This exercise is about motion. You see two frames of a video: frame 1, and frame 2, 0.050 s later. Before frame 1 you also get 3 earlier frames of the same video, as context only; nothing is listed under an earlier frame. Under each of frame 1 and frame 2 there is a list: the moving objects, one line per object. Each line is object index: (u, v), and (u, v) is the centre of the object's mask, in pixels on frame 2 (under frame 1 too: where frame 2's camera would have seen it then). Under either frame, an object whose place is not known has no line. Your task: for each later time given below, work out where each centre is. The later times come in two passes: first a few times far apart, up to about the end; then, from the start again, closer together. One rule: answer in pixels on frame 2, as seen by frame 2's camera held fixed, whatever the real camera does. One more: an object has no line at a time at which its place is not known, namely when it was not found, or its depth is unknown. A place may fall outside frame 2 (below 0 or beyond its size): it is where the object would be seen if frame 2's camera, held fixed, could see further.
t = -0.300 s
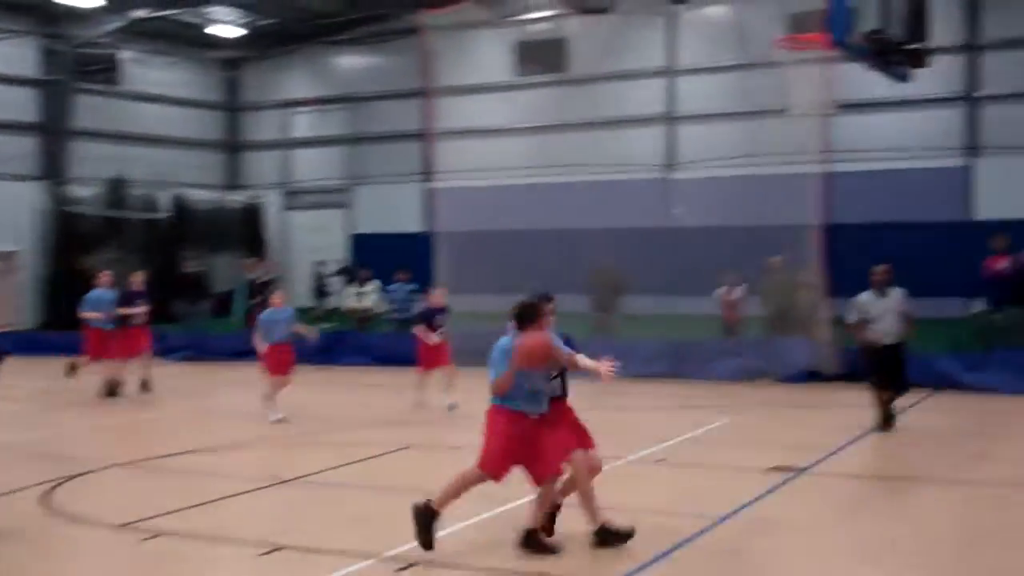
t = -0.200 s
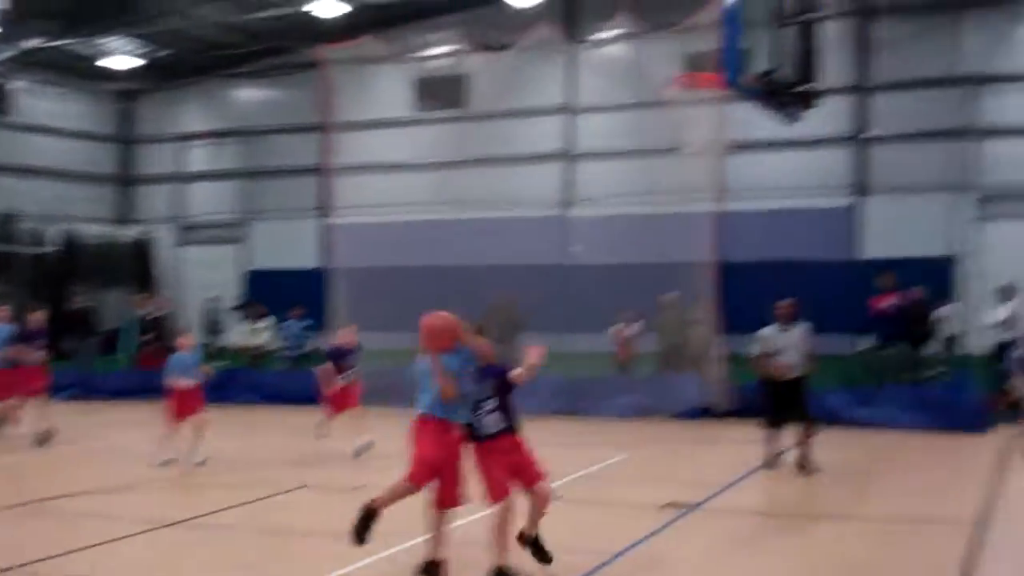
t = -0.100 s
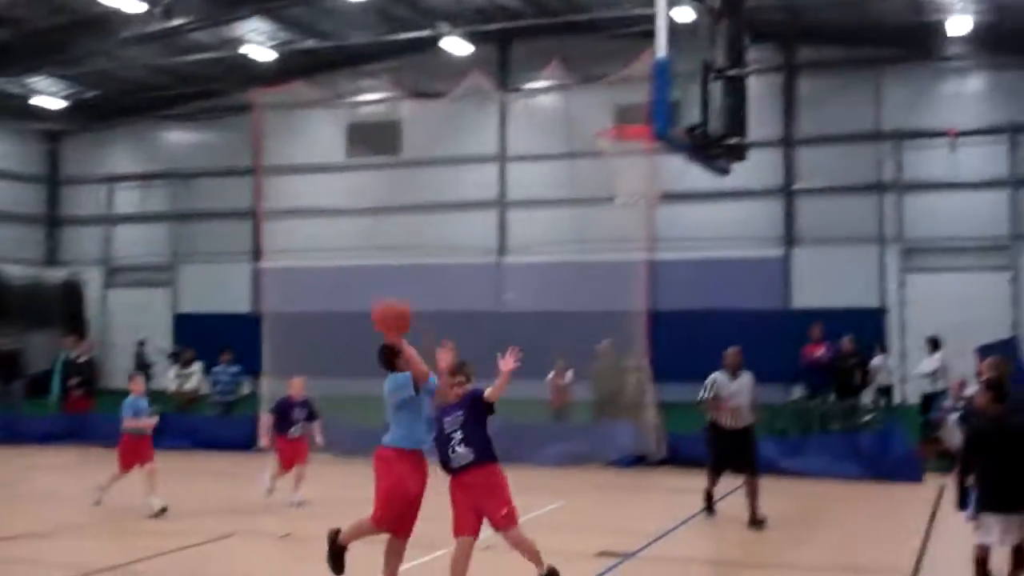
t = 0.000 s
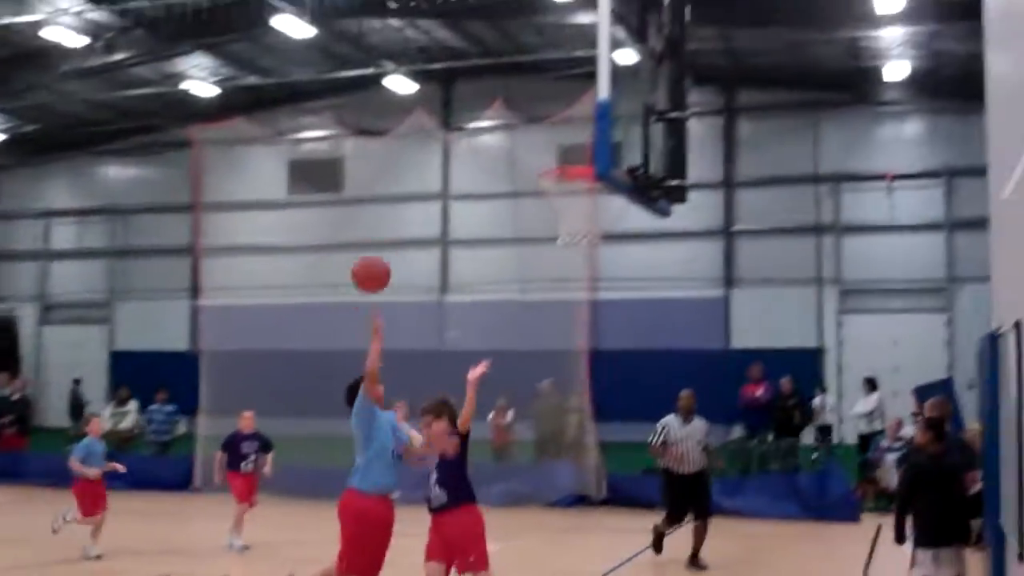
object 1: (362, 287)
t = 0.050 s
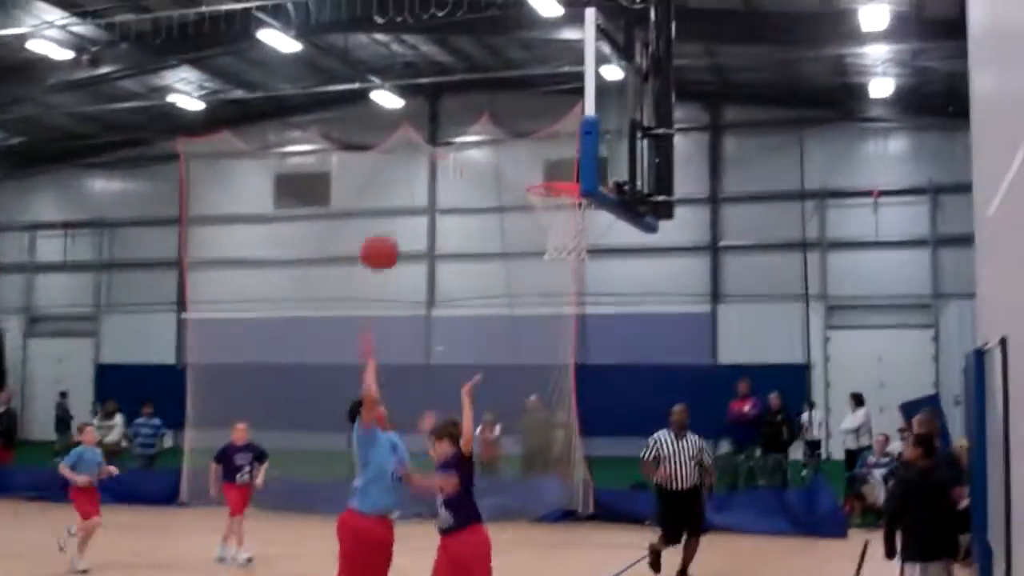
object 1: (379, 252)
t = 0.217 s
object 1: (448, 165)
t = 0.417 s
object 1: (522, 122)
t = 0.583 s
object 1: (572, 133)
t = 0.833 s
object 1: (549, 190)
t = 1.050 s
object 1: (570, 176)
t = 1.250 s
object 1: (548, 191)
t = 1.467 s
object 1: (561, 213)
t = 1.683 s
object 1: (581, 262)
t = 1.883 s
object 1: (599, 362)
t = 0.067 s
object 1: (386, 243)
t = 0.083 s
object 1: (393, 231)
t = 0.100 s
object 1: (400, 222)
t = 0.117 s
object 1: (407, 212)
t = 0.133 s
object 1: (414, 203)
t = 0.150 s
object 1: (422, 195)
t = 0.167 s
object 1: (430, 187)
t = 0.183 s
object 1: (436, 179)
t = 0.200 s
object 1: (442, 172)
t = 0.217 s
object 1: (448, 165)
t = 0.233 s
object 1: (452, 160)
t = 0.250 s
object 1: (459, 154)
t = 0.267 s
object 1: (466, 150)
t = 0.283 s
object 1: (473, 144)
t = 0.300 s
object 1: (479, 140)
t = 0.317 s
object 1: (487, 135)
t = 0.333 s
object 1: (493, 132)
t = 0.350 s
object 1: (499, 129)
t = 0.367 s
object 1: (505, 127)
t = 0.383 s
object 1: (512, 125)
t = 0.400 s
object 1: (517, 123)
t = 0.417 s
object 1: (522, 122)
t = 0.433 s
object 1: (528, 122)
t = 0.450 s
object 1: (535, 121)
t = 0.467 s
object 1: (540, 121)
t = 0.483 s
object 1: (547, 121)
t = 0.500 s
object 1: (553, 122)
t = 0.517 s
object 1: (558, 123)
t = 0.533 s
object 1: (564, 125)
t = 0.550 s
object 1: (567, 126)
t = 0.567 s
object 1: (569, 129)
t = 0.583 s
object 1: (572, 133)
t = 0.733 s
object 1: (571, 172)
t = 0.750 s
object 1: (571, 175)
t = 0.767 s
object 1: (570, 175)
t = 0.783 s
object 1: (568, 176)
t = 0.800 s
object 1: (563, 176)
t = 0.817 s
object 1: (559, 177)
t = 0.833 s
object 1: (549, 190)
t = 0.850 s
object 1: (547, 190)
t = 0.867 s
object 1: (547, 190)
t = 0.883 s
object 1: (547, 189)
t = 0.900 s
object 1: (547, 189)
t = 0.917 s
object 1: (547, 189)
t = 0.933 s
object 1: (549, 187)
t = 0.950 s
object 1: (554, 184)
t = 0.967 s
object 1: (559, 182)
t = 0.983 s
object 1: (564, 182)
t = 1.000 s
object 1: (567, 176)
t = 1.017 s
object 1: (568, 176)
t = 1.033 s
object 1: (569, 176)
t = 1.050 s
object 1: (570, 176)
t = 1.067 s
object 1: (570, 176)
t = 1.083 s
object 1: (570, 177)
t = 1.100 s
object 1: (570, 177)
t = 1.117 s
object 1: (570, 177)
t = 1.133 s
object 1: (569, 176)
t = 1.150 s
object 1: (566, 177)
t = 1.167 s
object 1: (564, 177)
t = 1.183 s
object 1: (561, 177)
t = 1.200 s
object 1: (557, 178)
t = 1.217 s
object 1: (554, 178)
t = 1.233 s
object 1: (551, 191)
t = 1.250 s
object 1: (548, 191)
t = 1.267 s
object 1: (547, 193)
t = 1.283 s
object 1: (546, 193)
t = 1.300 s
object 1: (546, 193)
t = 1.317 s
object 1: (547, 194)
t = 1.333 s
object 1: (548, 195)
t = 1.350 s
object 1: (550, 201)
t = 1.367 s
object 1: (550, 202)
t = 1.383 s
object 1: (551, 203)
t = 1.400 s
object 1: (555, 206)
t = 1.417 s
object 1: (557, 208)
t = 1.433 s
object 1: (558, 209)
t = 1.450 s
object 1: (559, 210)
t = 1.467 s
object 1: (561, 213)
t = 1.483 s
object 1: (562, 214)
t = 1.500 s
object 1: (565, 217)
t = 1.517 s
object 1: (566, 221)
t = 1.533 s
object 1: (568, 225)
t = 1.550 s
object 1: (570, 228)
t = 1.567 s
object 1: (572, 230)
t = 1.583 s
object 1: (573, 234)
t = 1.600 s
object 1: (575, 238)
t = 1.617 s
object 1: (576, 241)
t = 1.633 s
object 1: (578, 246)
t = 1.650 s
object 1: (579, 254)
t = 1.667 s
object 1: (580, 258)
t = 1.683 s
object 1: (581, 262)
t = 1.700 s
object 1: (583, 267)
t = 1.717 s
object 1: (584, 274)
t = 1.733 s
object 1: (586, 281)
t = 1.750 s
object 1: (587, 289)
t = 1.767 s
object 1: (588, 295)
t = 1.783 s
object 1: (590, 305)
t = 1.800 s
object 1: (593, 311)
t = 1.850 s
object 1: (596, 340)
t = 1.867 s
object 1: (600, 350)
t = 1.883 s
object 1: (599, 362)
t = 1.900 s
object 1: (601, 374)
